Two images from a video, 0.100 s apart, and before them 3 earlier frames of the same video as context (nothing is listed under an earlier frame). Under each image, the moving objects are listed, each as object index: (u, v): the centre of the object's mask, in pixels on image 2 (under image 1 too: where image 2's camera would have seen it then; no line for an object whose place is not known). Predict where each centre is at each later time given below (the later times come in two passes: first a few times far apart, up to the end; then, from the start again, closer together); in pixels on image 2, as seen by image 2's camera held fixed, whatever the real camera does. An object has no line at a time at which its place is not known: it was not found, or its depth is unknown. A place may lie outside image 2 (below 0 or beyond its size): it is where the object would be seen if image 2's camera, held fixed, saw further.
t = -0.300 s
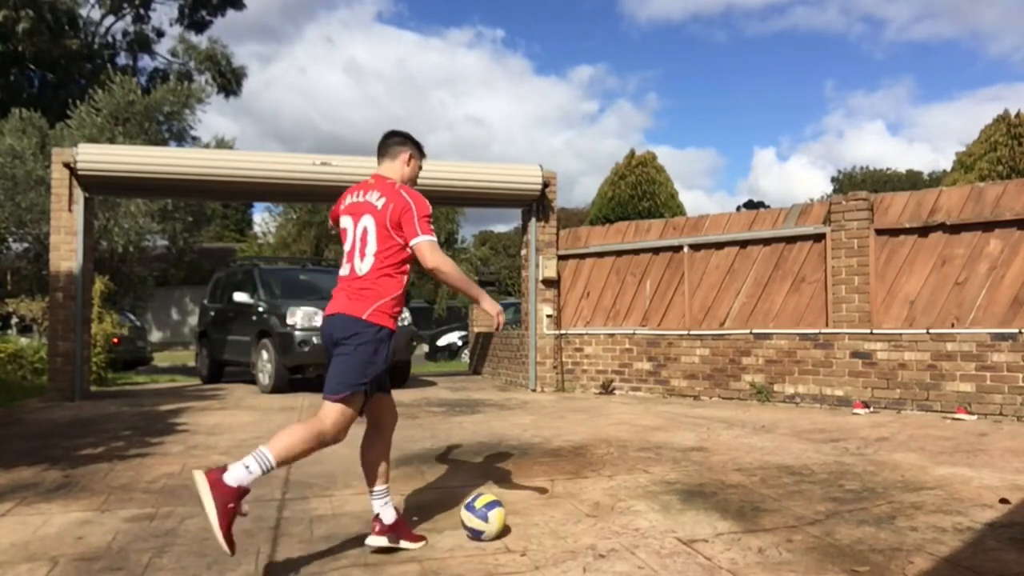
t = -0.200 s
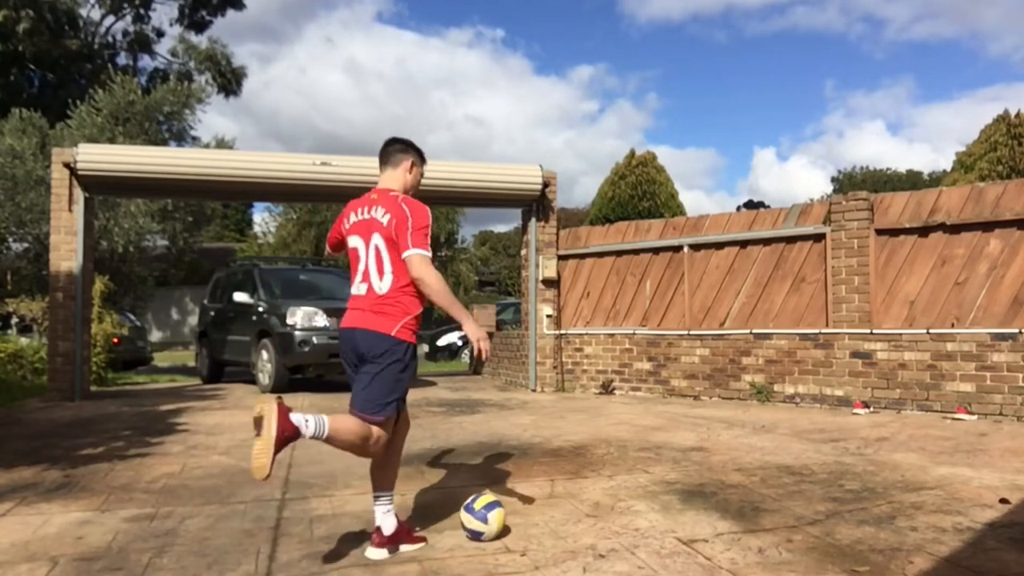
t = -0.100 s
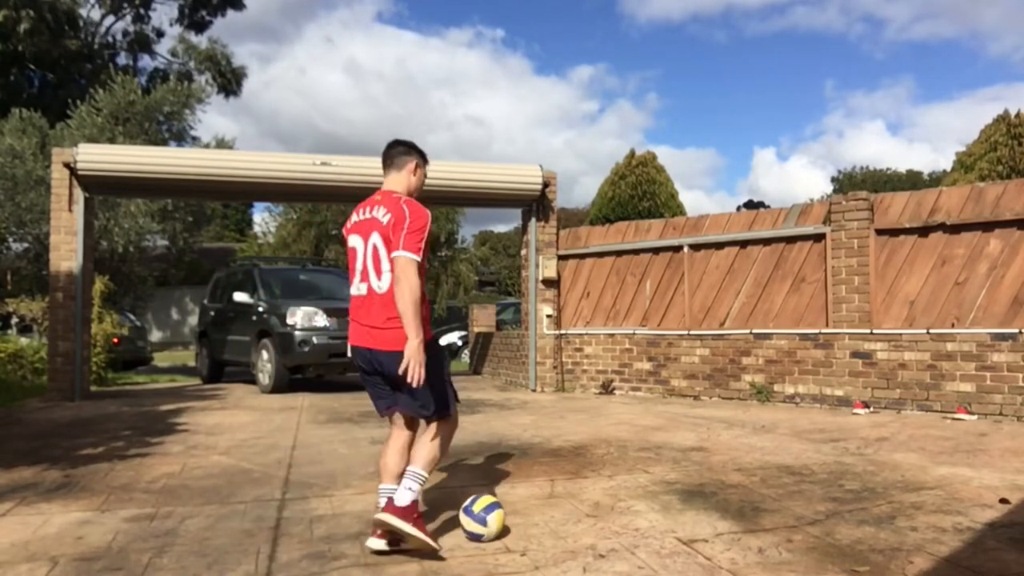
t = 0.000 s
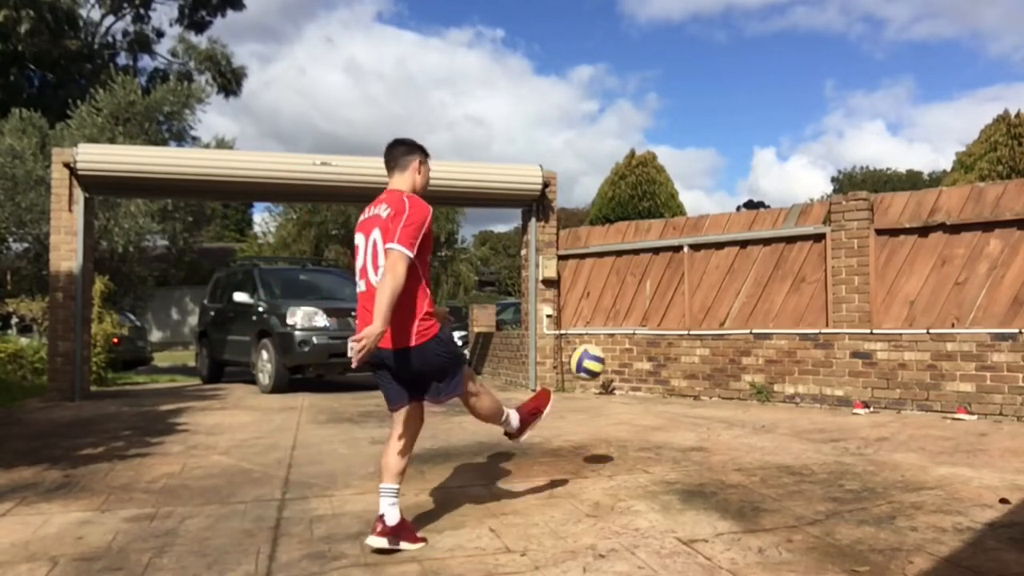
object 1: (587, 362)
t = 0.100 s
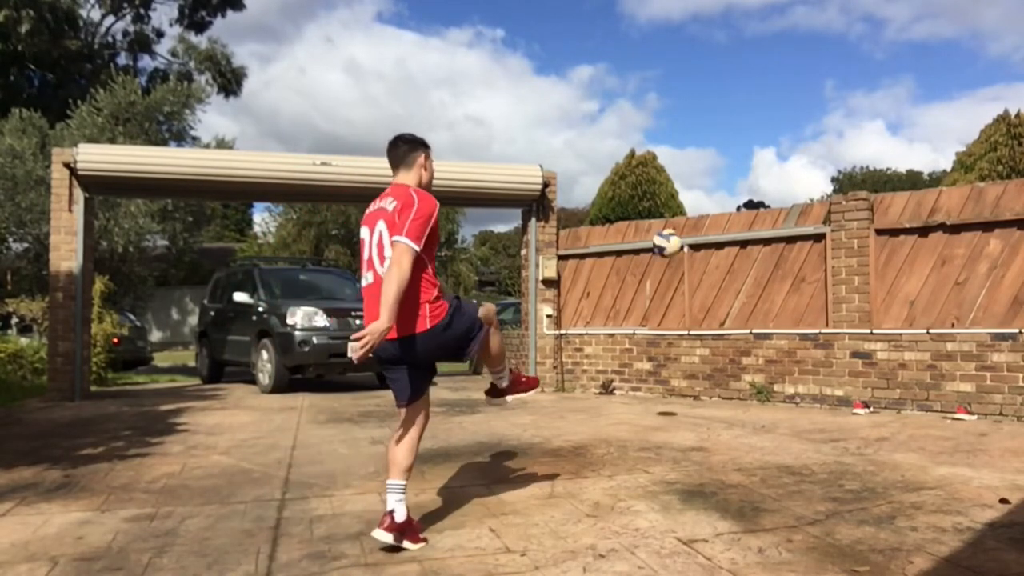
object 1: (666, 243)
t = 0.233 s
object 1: (724, 160)
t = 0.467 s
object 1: (768, 103)
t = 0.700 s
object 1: (781, 96)
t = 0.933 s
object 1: (783, 111)
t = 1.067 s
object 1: (780, 127)
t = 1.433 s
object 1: (766, 187)
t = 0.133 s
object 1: (684, 216)
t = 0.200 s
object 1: (713, 176)
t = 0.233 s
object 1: (724, 160)
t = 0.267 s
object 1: (734, 148)
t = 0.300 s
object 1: (742, 136)
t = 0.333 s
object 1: (749, 126)
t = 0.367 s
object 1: (755, 119)
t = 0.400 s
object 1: (760, 112)
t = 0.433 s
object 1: (764, 107)
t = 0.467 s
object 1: (768, 103)
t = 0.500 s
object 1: (771, 100)
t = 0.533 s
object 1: (774, 97)
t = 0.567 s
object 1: (776, 96)
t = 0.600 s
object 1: (778, 94)
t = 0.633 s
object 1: (779, 94)
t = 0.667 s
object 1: (781, 94)
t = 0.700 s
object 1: (781, 96)
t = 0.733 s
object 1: (782, 96)
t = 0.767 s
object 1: (783, 98)
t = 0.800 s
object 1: (783, 99)
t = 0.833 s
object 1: (783, 102)
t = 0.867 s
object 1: (784, 104)
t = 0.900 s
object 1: (783, 108)
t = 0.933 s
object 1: (783, 111)
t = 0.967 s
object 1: (782, 115)
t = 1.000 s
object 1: (782, 118)
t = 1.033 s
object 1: (781, 122)
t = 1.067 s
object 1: (780, 127)
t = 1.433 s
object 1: (766, 187)
